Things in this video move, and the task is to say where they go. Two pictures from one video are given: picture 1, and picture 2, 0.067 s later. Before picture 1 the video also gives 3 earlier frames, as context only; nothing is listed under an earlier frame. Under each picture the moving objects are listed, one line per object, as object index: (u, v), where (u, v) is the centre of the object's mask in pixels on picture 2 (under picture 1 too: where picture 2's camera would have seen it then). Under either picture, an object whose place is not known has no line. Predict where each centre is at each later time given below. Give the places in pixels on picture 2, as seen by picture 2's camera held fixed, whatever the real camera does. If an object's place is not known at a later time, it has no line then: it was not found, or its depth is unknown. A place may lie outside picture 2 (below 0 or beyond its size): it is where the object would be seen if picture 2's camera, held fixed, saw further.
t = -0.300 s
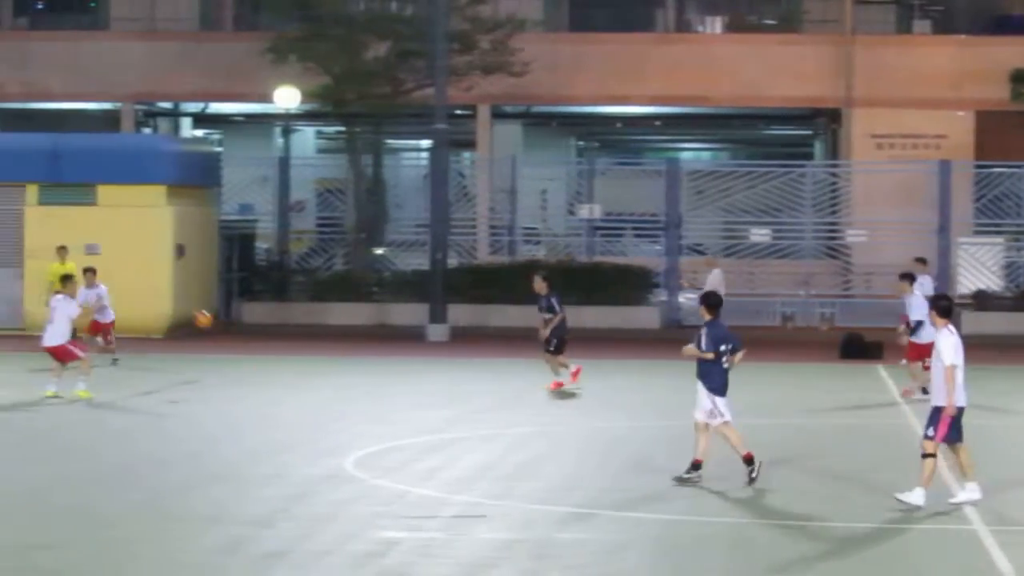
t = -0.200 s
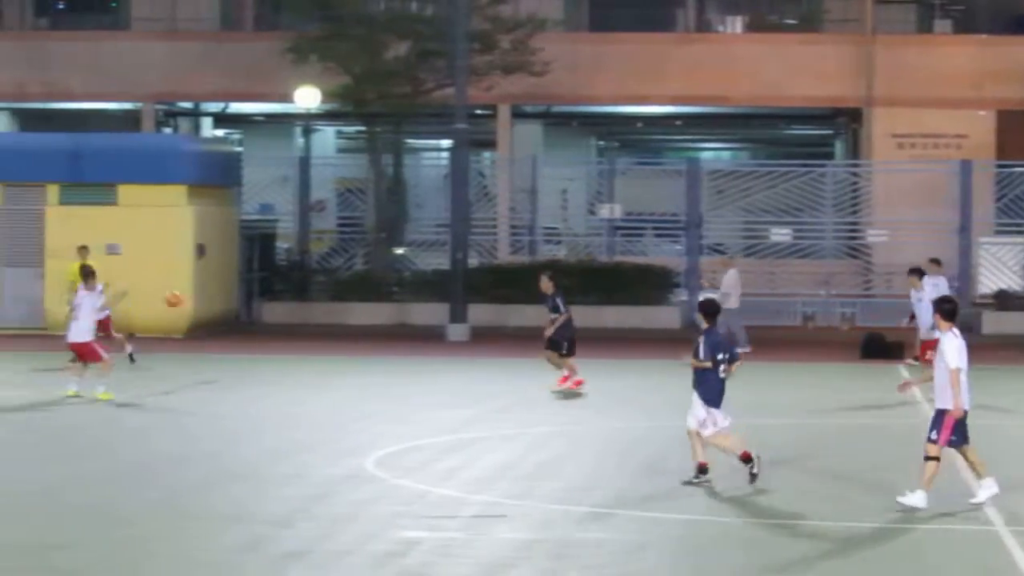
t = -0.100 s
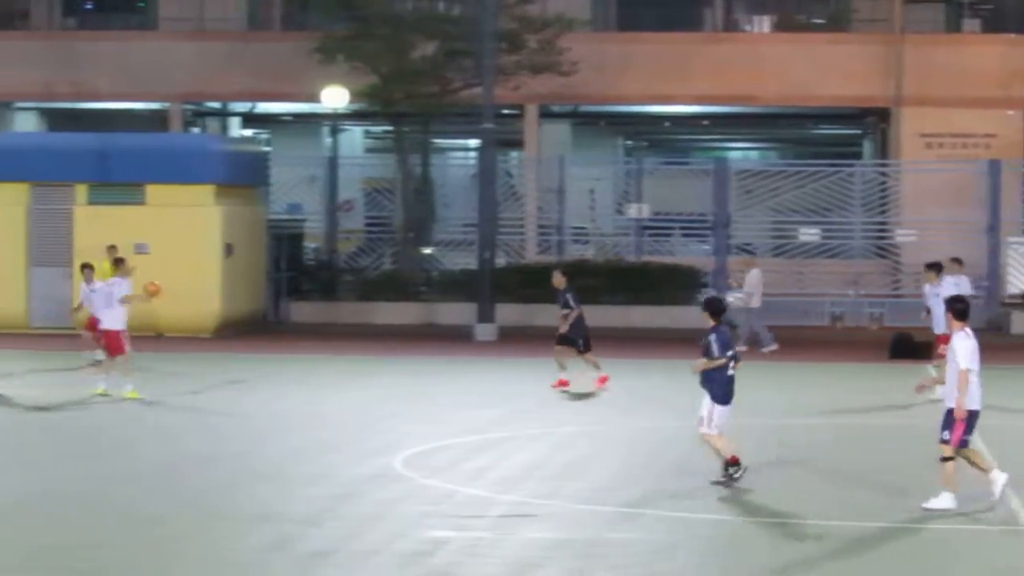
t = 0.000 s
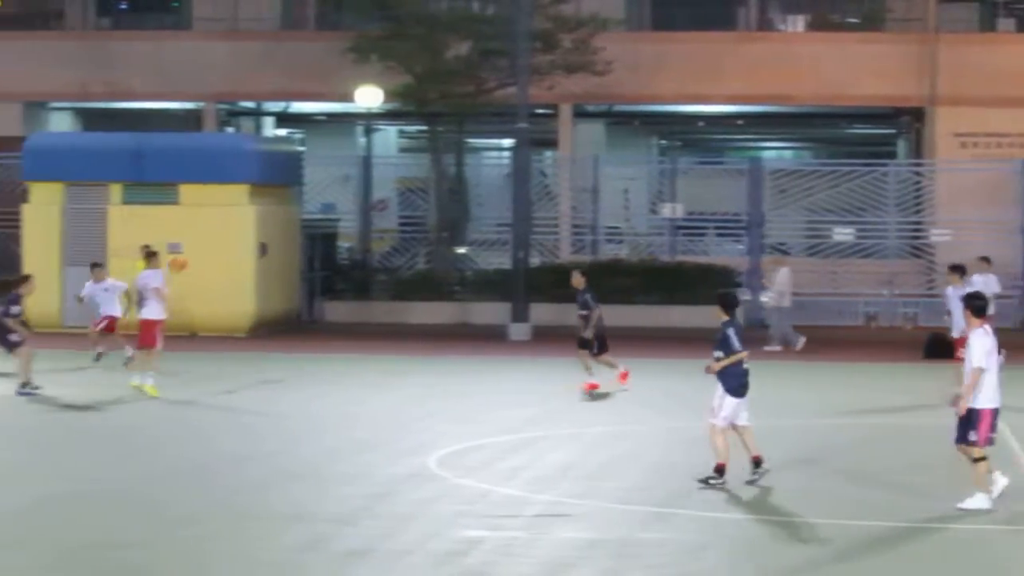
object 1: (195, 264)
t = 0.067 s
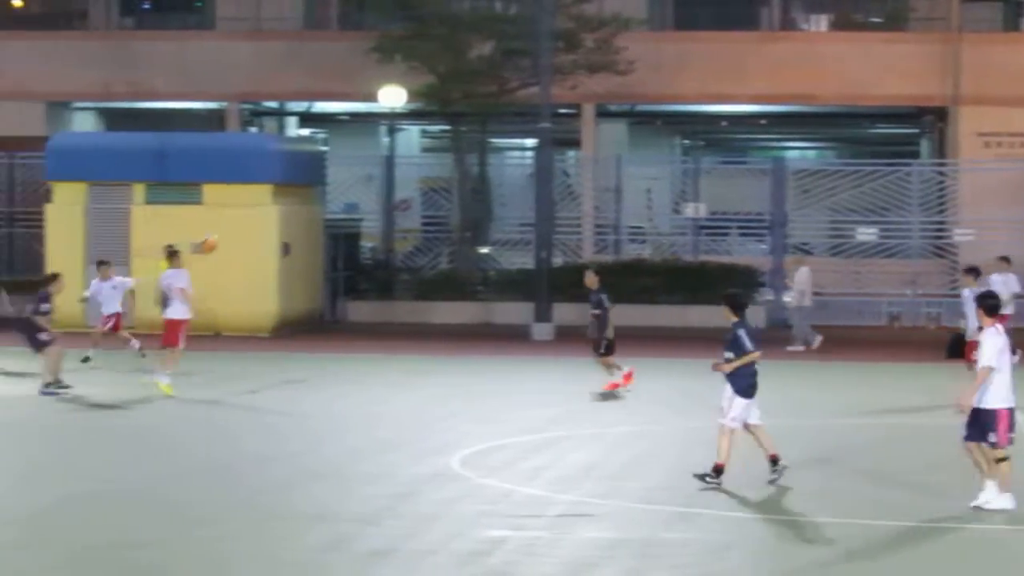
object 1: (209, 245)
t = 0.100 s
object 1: (217, 238)
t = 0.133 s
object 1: (223, 230)
